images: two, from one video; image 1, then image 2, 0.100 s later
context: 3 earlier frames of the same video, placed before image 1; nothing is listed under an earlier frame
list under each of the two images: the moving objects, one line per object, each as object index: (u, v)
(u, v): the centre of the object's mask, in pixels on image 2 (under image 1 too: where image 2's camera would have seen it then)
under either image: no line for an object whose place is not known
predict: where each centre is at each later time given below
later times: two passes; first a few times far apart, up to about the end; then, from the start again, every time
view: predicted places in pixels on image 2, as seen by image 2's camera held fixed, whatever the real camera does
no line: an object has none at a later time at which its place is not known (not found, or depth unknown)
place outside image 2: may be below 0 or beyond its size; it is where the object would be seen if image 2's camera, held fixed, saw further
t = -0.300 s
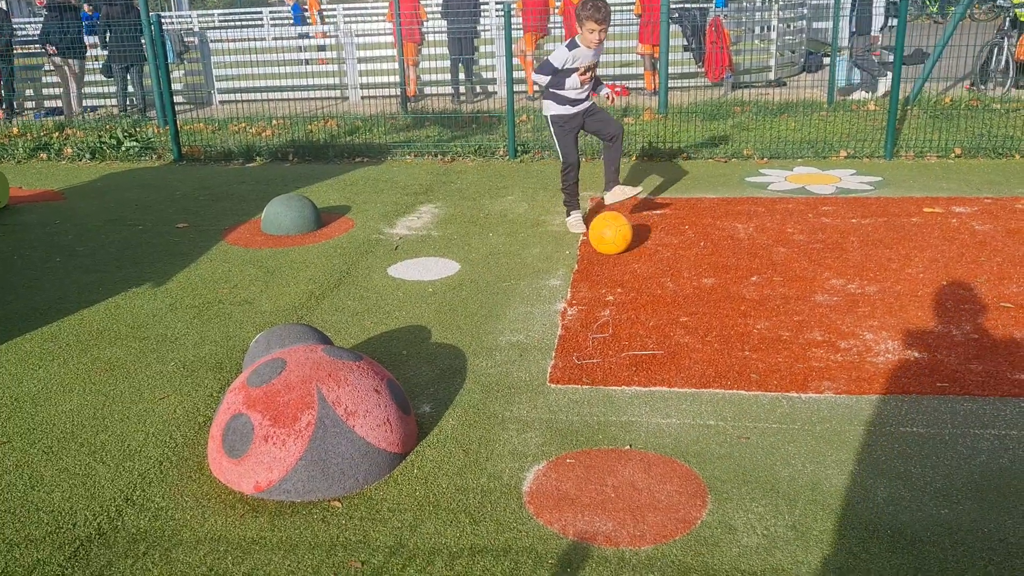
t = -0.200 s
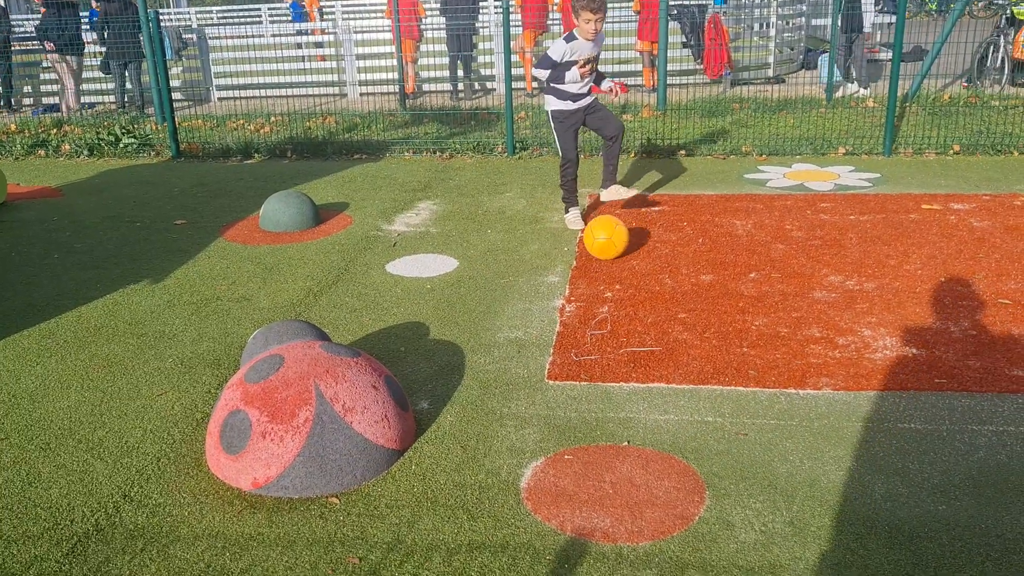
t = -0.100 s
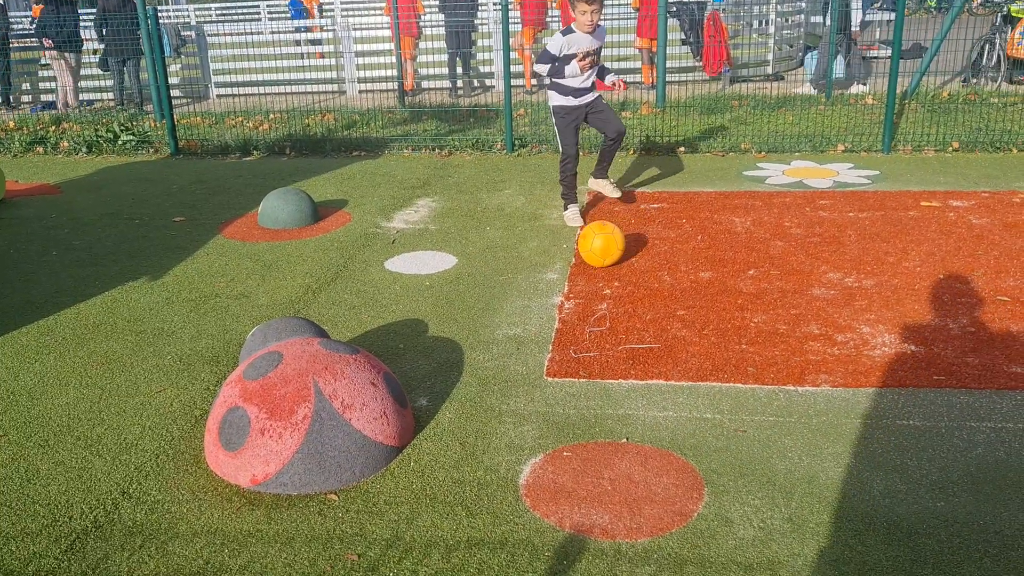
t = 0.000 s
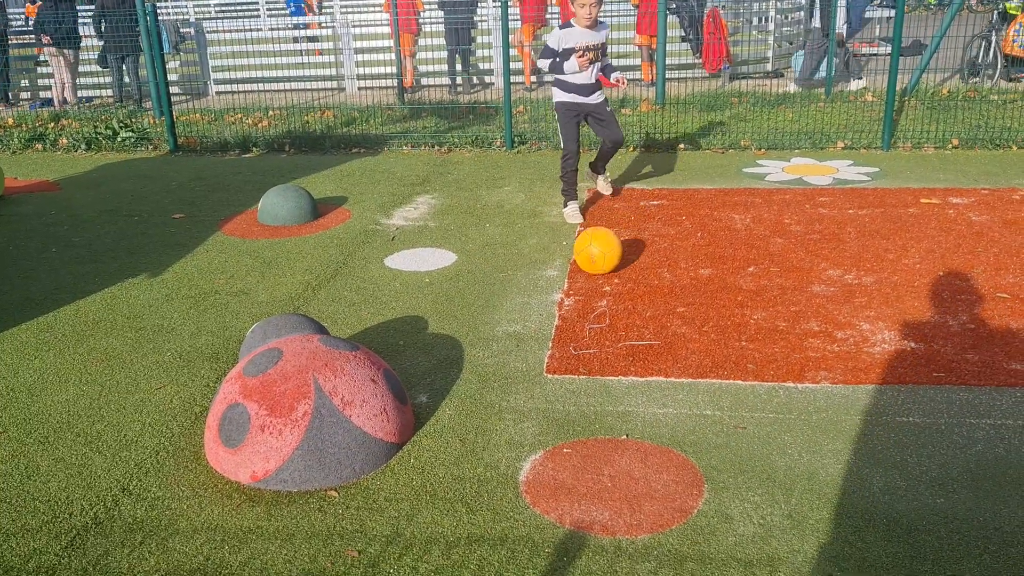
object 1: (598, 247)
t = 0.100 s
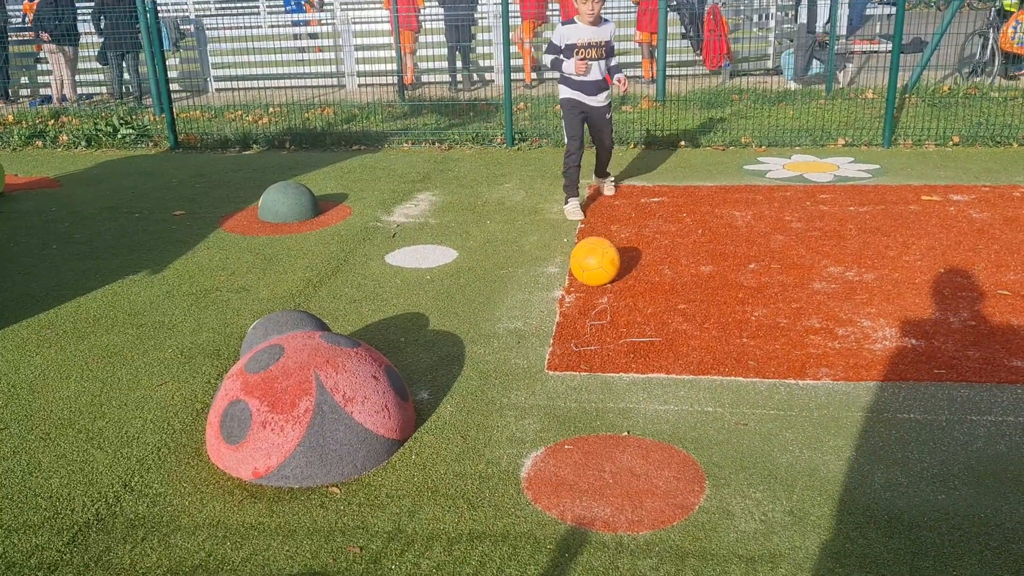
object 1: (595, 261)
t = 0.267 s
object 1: (591, 282)
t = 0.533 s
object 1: (591, 316)
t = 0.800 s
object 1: (597, 354)
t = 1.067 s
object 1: (600, 399)
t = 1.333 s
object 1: (607, 454)
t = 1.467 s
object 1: (611, 484)
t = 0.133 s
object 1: (594, 265)
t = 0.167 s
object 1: (593, 269)
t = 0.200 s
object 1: (592, 272)
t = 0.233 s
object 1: (592, 277)
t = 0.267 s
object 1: (591, 282)
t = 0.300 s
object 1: (591, 284)
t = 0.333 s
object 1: (591, 289)
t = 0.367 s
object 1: (590, 294)
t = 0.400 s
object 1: (590, 297)
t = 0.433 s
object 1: (590, 302)
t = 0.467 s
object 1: (591, 307)
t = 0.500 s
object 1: (591, 312)
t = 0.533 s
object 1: (591, 316)
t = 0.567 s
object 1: (592, 320)
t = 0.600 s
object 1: (592, 326)
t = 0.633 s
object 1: (593, 330)
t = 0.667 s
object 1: (594, 336)
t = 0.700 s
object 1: (595, 340)
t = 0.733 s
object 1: (596, 344)
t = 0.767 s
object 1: (596, 350)
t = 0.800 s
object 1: (597, 354)
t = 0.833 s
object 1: (597, 359)
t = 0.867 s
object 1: (598, 365)
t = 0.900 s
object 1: (598, 370)
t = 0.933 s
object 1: (598, 376)
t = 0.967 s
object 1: (599, 382)
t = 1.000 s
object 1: (600, 388)
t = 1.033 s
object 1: (600, 393)
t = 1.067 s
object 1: (600, 399)
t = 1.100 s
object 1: (601, 405)
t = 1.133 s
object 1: (602, 412)
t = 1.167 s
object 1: (602, 418)
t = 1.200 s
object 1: (603, 425)
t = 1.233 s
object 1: (604, 432)
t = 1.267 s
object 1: (605, 439)
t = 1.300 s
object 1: (606, 446)
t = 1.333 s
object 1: (607, 454)
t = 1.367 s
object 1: (607, 461)
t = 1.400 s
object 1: (609, 469)
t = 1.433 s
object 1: (610, 476)
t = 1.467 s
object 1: (611, 484)
